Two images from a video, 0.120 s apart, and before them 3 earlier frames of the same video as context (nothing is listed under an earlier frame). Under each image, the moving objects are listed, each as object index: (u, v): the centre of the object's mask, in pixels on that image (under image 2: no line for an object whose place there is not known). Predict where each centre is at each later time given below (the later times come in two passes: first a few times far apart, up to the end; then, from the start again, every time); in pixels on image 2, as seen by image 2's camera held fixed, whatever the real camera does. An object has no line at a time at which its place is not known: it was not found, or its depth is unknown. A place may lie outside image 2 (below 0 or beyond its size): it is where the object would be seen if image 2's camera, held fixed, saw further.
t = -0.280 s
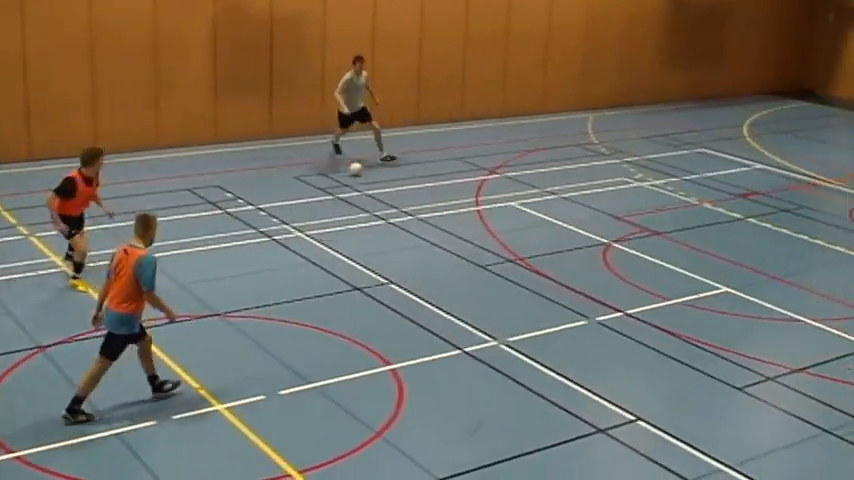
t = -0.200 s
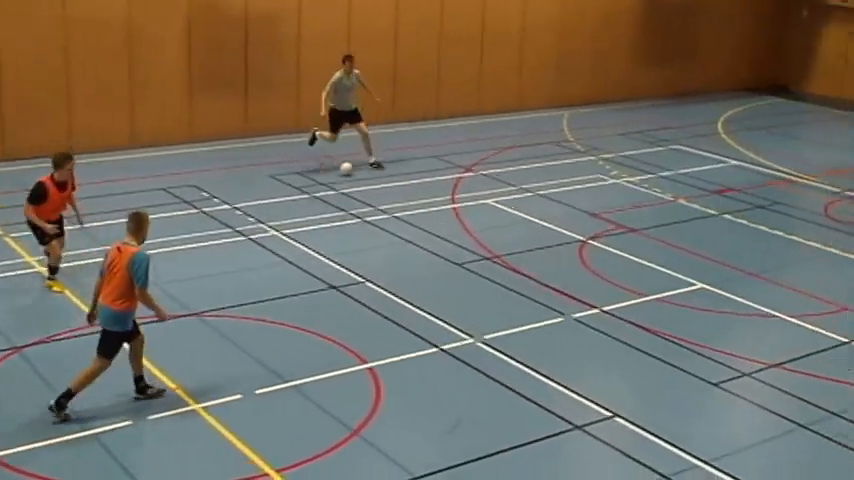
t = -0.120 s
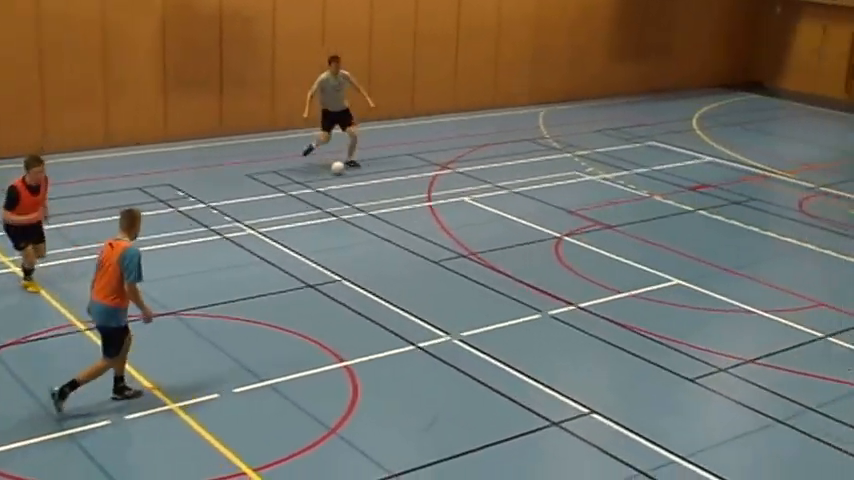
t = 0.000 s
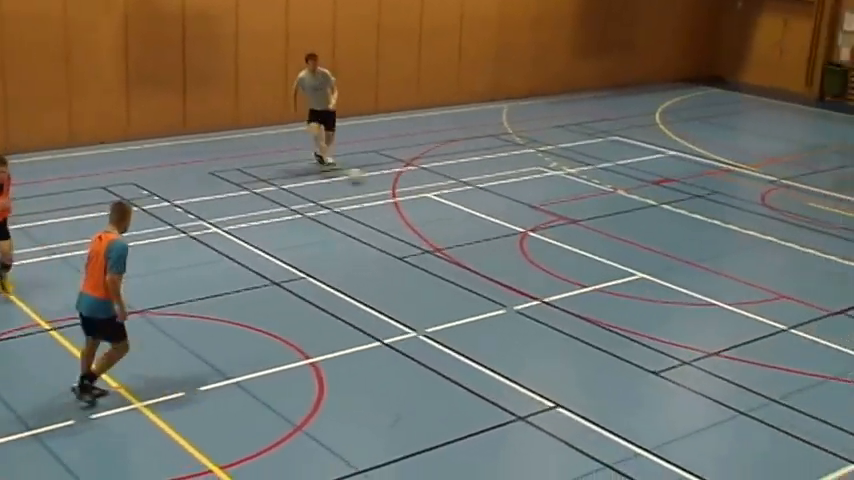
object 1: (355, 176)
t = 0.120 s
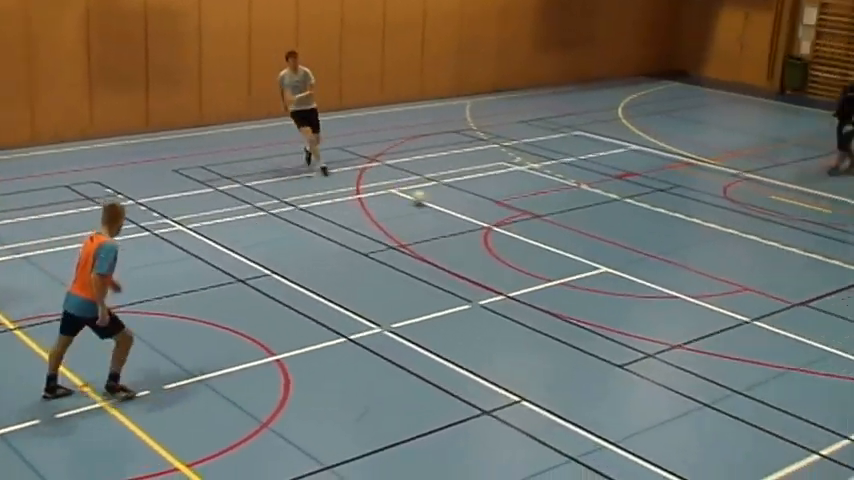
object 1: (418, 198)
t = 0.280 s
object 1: (560, 233)
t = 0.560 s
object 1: (833, 299)
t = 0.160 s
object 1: (451, 207)
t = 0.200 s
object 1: (488, 216)
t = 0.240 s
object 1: (522, 224)
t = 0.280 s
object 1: (560, 233)
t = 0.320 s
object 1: (596, 243)
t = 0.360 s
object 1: (634, 252)
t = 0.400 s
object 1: (673, 261)
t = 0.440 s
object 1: (712, 270)
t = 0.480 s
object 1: (751, 279)
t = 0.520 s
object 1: (791, 288)
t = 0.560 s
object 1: (833, 299)
